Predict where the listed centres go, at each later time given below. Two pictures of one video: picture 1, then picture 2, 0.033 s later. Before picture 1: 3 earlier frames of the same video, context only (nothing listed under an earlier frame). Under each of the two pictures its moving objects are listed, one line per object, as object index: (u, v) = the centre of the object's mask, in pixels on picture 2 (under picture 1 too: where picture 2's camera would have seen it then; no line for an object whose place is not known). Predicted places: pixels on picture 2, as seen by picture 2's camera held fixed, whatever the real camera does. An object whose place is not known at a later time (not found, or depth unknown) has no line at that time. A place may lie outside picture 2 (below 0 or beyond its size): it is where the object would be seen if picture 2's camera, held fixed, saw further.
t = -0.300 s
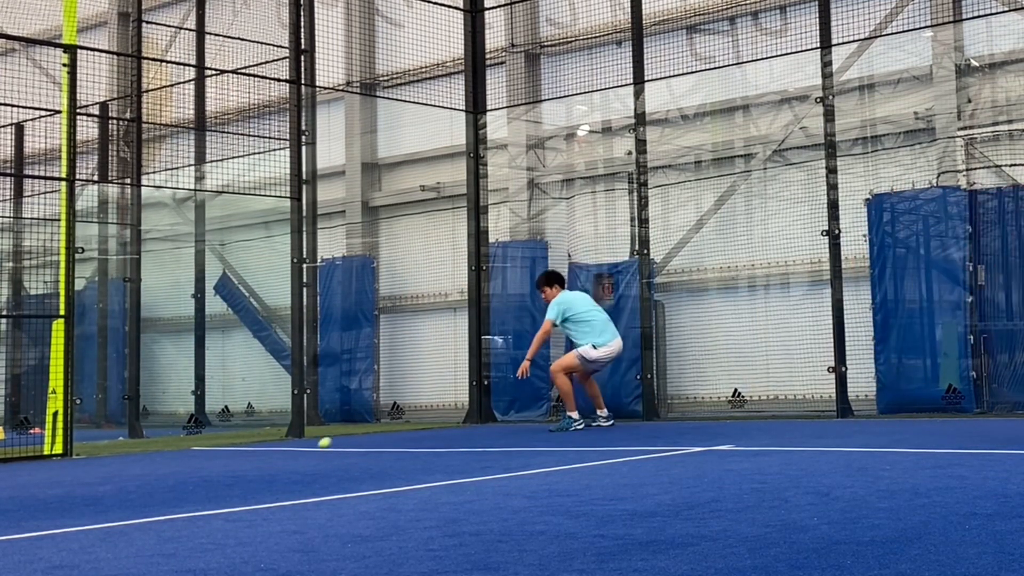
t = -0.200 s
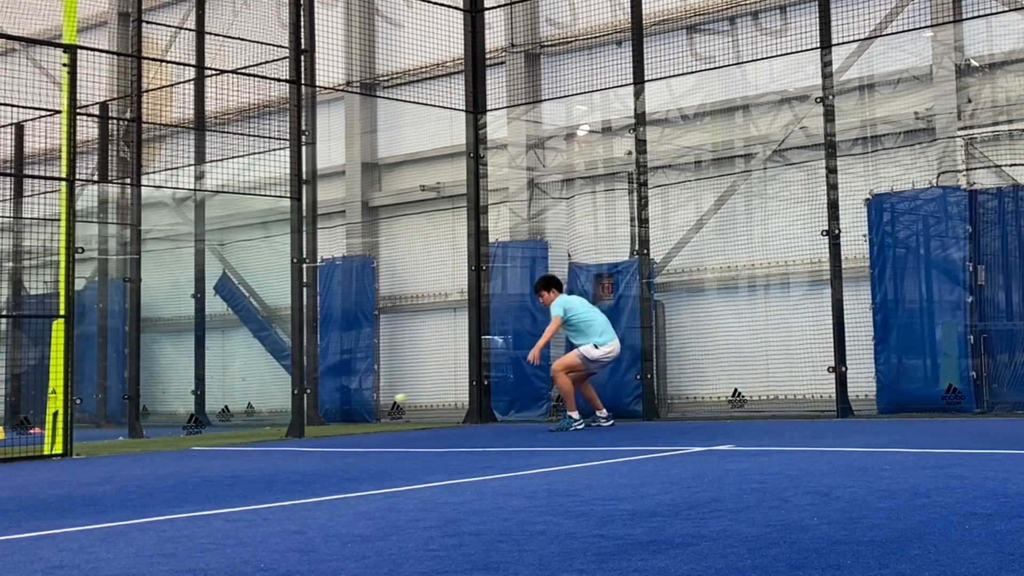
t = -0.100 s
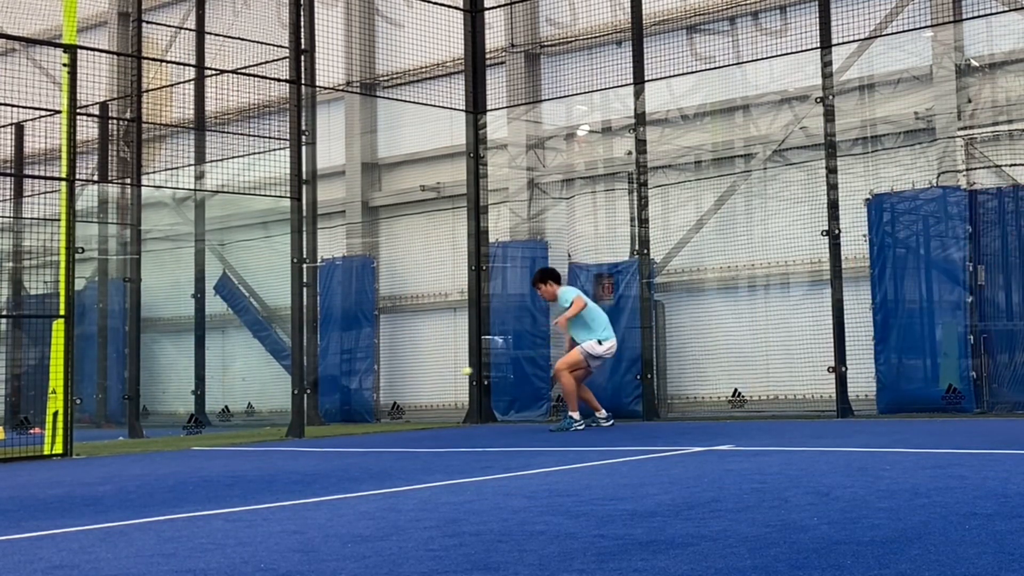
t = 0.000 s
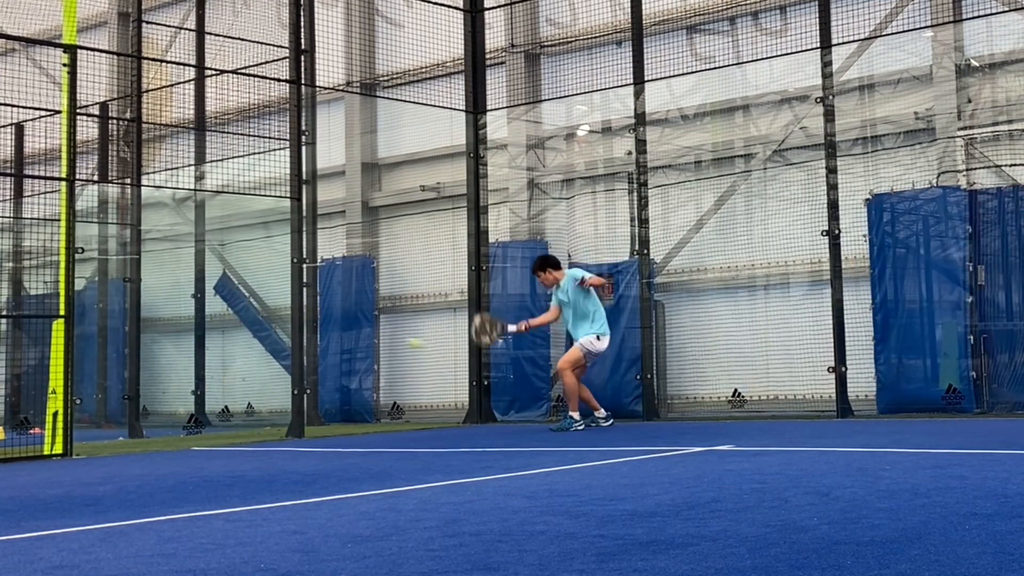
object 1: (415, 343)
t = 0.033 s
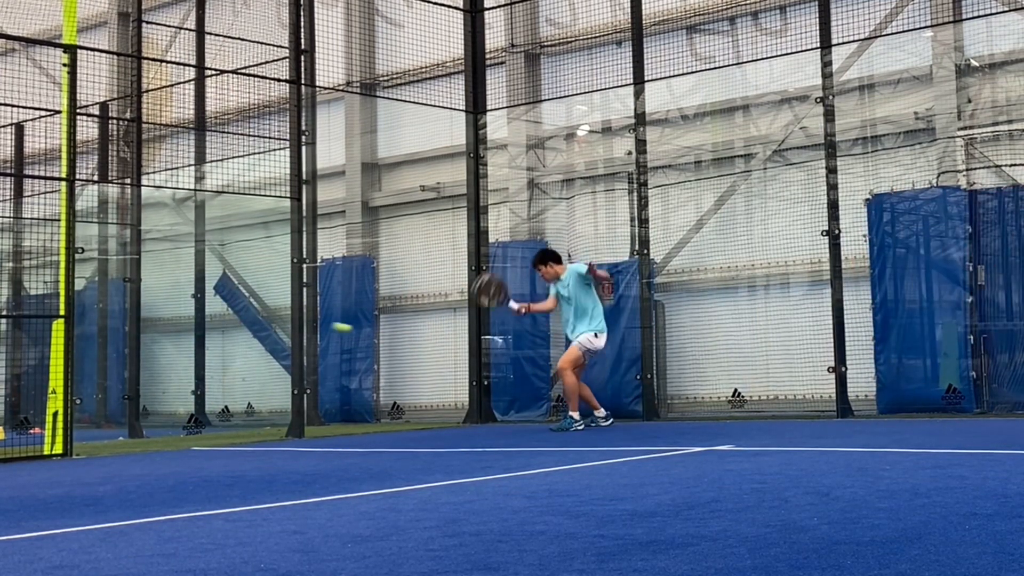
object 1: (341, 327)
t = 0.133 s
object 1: (84, 283)
